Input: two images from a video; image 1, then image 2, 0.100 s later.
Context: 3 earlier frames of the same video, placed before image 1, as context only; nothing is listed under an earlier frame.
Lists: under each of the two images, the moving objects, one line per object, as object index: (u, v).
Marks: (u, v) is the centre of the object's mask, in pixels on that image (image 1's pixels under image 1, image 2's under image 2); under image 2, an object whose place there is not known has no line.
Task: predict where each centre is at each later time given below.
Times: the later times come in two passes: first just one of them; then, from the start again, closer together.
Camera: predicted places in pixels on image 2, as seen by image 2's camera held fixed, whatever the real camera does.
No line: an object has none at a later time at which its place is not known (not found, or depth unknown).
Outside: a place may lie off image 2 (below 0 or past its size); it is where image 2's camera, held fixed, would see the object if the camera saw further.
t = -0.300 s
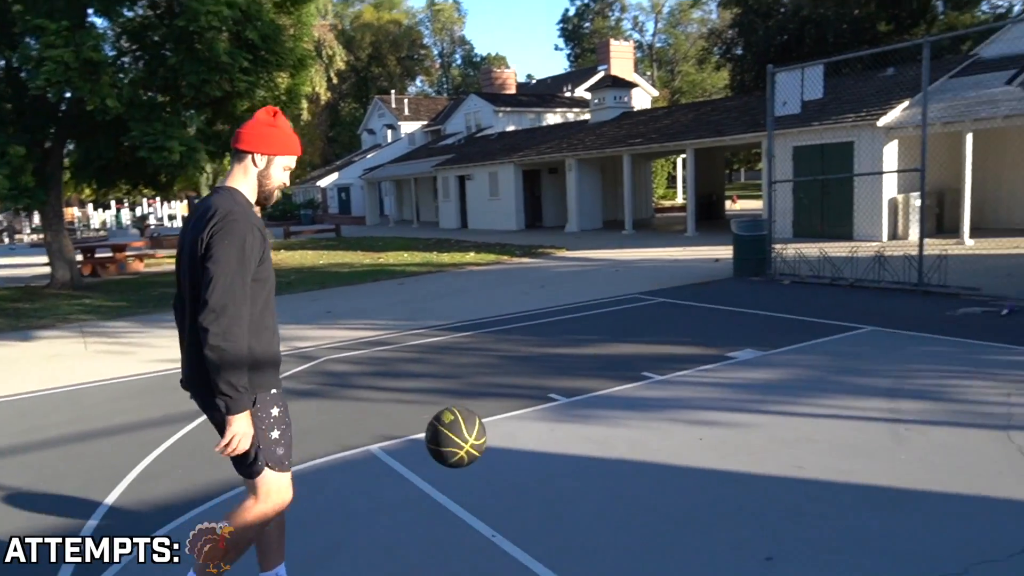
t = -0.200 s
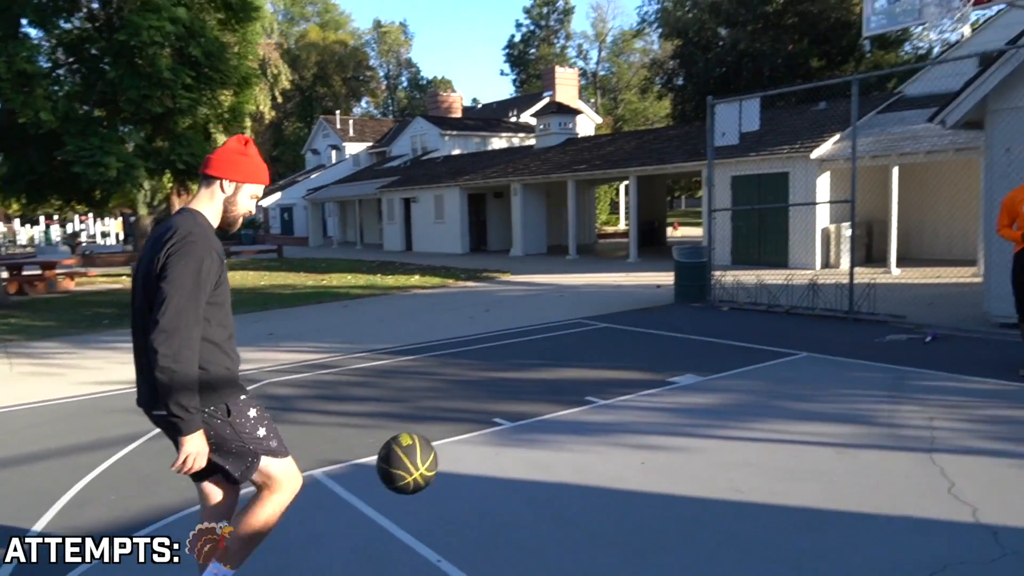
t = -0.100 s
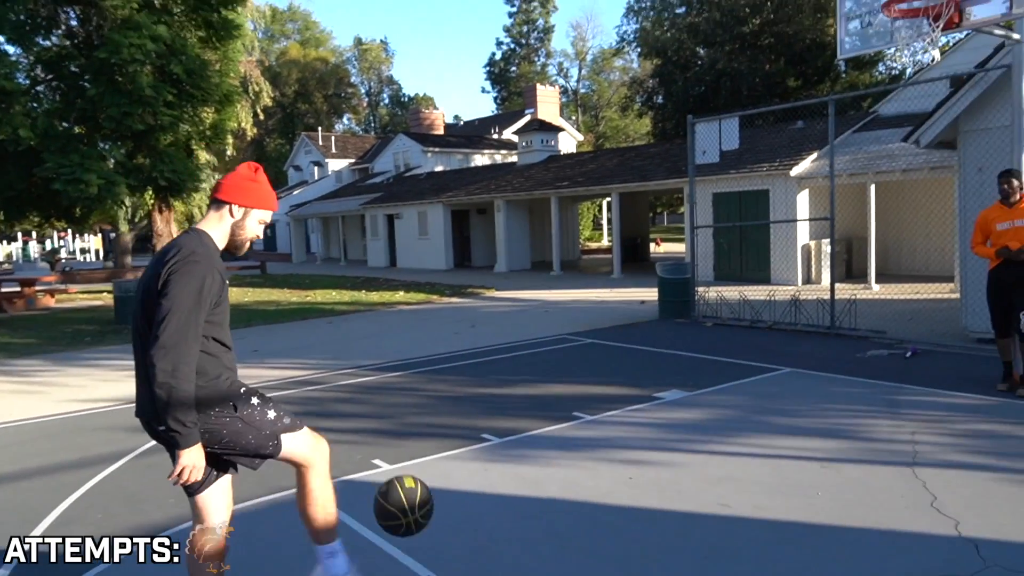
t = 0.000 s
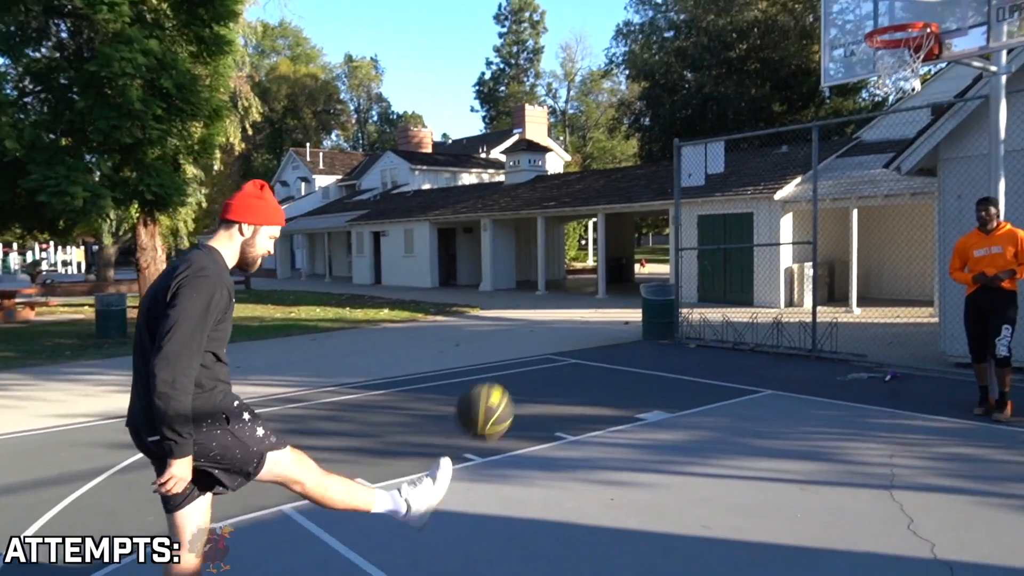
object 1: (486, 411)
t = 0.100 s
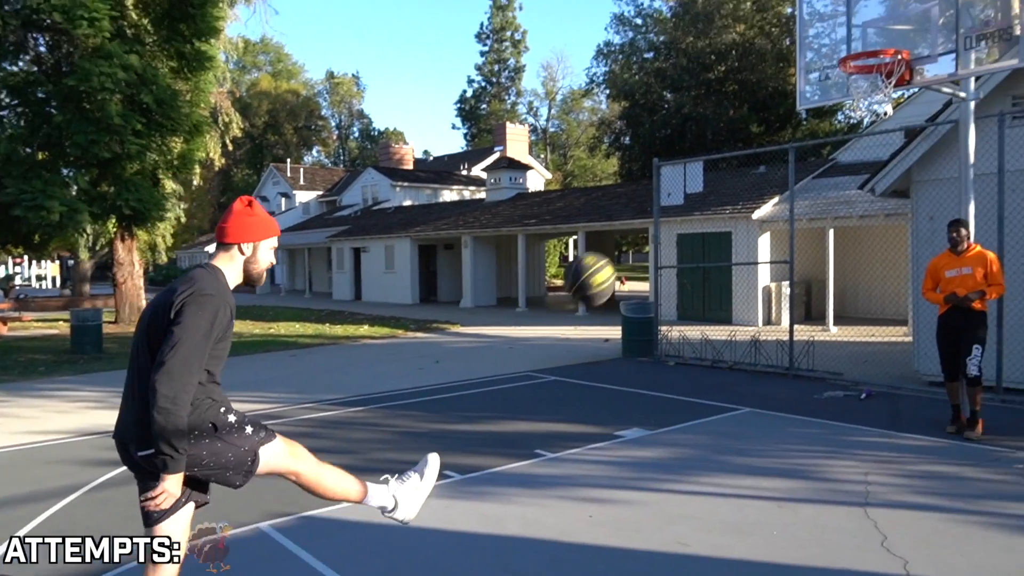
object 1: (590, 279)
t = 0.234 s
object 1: (728, 140)
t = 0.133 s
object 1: (628, 238)
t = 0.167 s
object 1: (663, 202)
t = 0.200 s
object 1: (697, 168)
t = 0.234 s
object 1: (728, 140)
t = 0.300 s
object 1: (788, 92)
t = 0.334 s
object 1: (816, 73)
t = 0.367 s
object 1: (842, 57)
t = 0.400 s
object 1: (867, 43)
